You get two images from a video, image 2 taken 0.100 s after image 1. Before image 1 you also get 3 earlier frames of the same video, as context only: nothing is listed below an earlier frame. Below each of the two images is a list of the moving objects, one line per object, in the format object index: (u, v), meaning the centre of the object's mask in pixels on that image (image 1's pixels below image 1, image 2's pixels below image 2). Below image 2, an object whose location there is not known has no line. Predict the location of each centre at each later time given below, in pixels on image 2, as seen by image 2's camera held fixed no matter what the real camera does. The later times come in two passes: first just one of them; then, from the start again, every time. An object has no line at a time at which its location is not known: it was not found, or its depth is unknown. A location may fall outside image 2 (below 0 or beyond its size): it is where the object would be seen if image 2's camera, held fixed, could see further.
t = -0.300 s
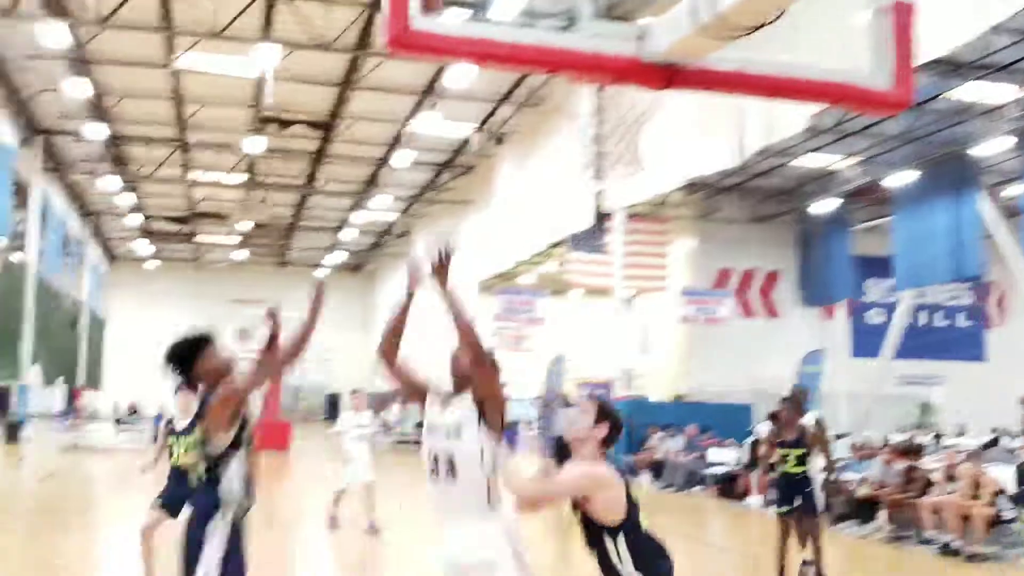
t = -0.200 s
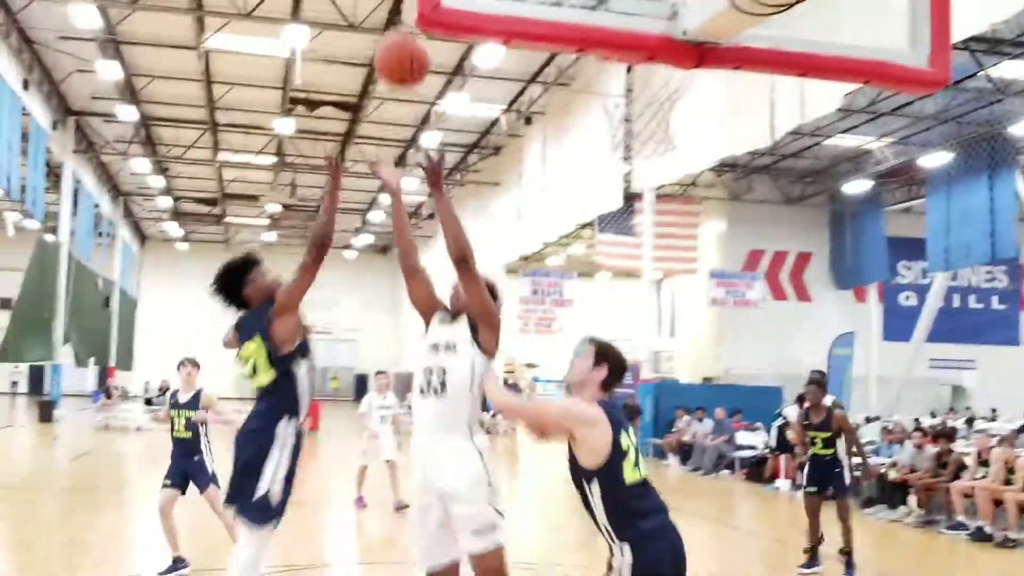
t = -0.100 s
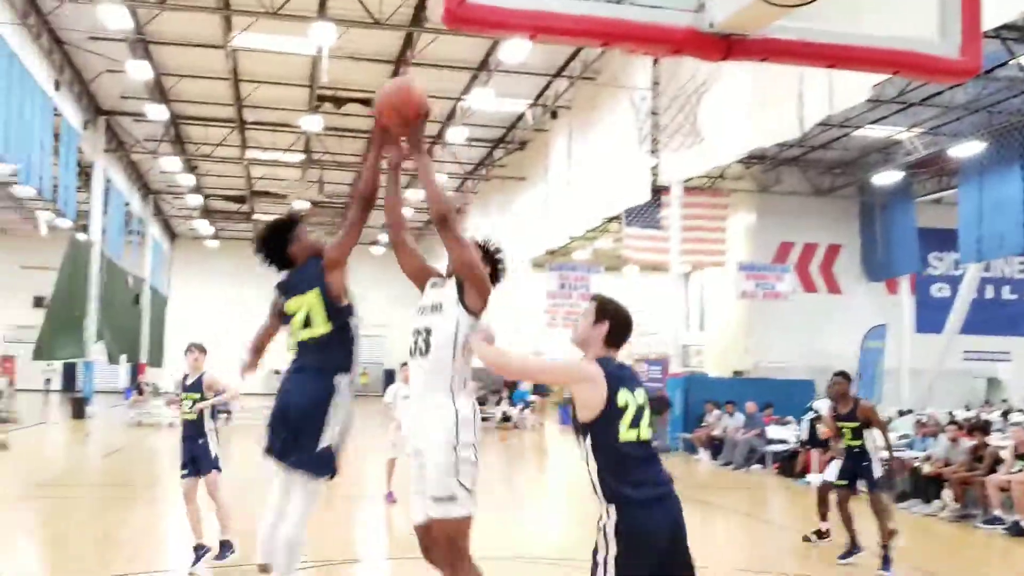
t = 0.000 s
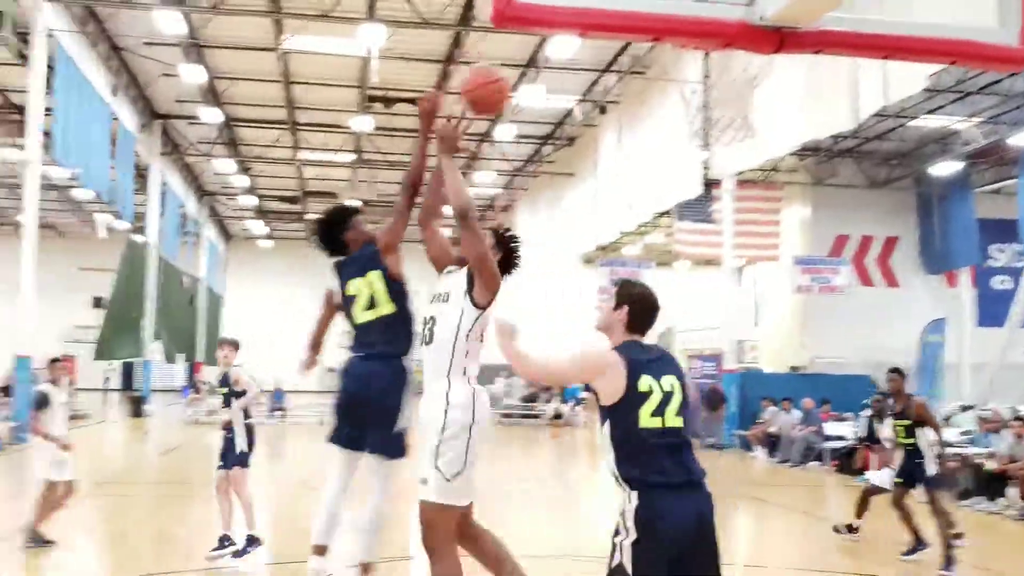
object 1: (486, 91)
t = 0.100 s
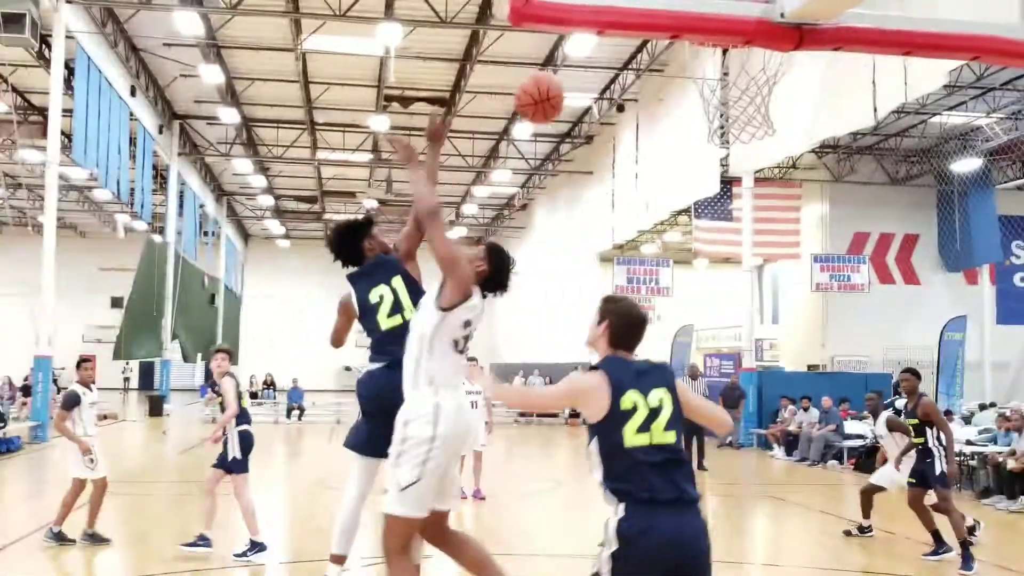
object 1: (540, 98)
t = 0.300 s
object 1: (602, 167)
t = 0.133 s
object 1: (544, 102)
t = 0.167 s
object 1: (557, 112)
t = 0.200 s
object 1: (570, 122)
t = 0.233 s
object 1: (582, 134)
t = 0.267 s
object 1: (591, 147)
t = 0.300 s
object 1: (602, 167)
